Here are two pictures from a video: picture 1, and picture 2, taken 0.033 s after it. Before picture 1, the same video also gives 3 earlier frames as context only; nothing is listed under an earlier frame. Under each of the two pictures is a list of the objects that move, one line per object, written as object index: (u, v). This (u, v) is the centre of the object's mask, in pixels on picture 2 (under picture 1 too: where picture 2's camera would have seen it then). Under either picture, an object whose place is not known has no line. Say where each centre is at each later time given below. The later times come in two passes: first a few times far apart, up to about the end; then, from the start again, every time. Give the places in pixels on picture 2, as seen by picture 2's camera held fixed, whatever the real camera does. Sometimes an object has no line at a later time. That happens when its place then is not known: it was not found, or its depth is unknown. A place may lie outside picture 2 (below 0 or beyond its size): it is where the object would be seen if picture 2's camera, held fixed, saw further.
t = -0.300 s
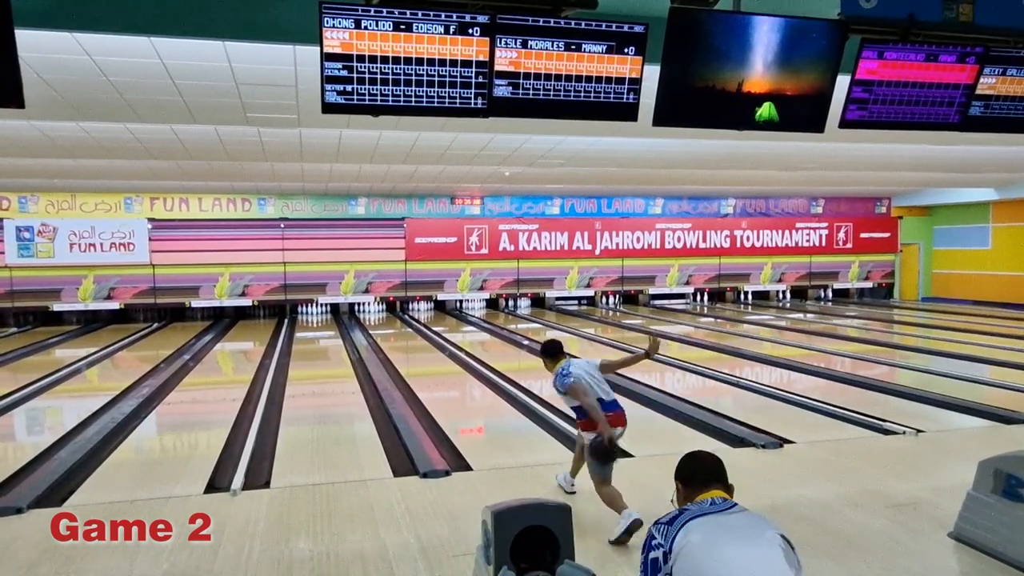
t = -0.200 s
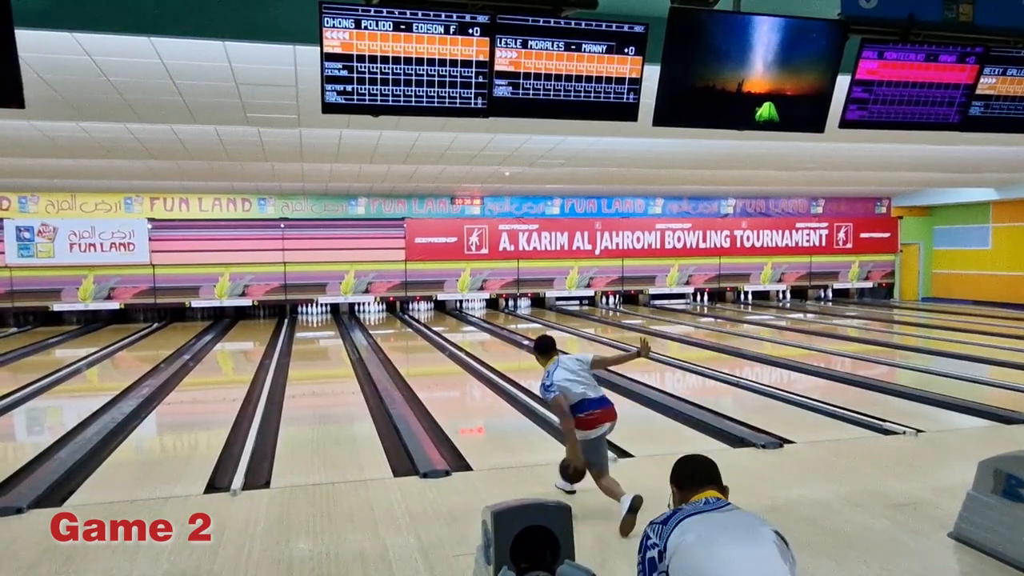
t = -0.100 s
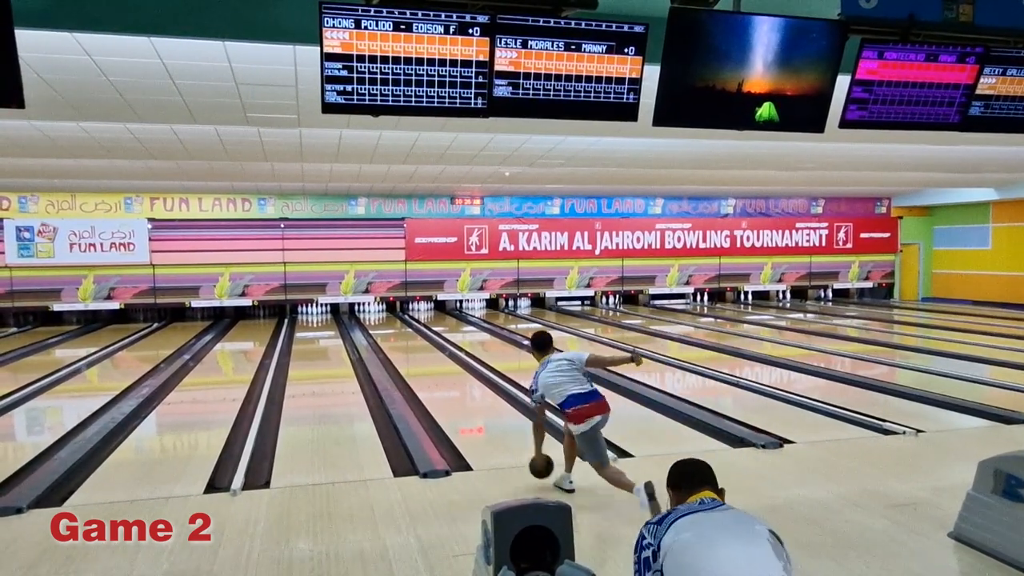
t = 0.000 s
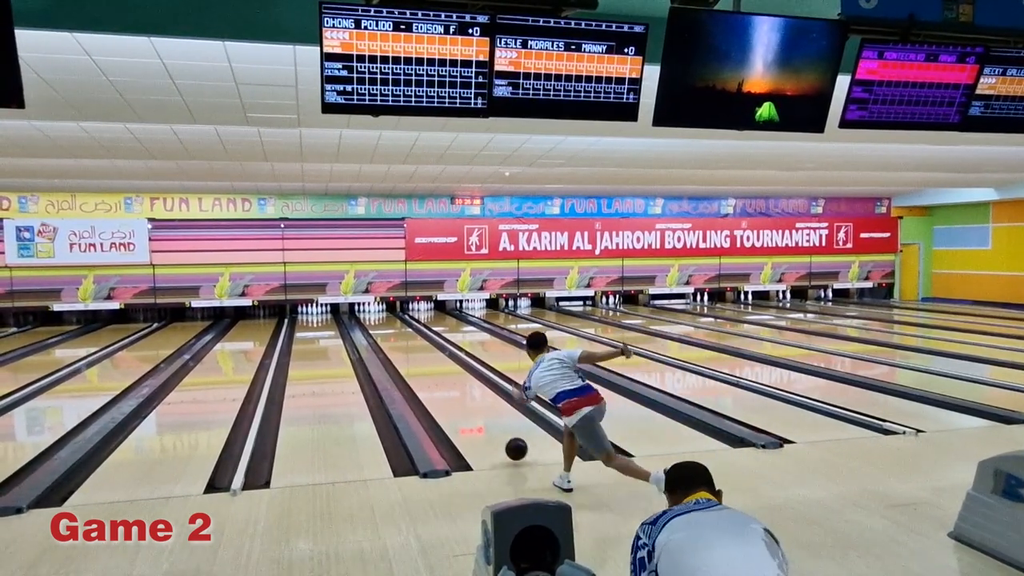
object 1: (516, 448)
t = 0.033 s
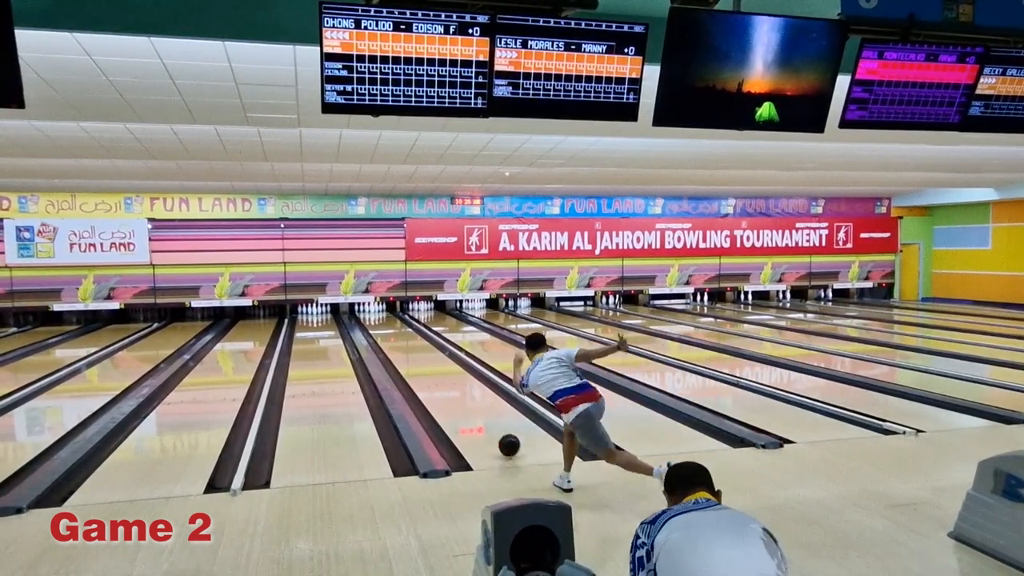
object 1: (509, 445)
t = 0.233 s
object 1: (474, 416)
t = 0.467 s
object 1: (445, 391)
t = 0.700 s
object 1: (424, 372)
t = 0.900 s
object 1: (410, 360)
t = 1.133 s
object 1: (397, 348)
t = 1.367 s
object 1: (388, 339)
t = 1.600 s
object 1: (380, 332)
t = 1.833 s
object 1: (375, 325)
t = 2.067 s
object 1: (372, 320)
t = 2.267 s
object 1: (371, 316)
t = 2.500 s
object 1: (371, 312)
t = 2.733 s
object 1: (370, 309)
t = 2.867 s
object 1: (370, 309)
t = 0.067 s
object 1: (502, 441)
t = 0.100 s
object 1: (496, 435)
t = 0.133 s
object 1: (490, 430)
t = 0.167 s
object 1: (484, 425)
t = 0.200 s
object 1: (479, 420)
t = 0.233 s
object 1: (474, 416)
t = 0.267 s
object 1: (469, 412)
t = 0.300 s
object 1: (464, 408)
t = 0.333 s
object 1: (460, 404)
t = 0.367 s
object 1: (456, 401)
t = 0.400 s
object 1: (452, 397)
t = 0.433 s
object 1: (448, 394)
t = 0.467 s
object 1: (445, 391)
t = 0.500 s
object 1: (441, 388)
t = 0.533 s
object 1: (438, 385)
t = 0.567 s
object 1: (435, 382)
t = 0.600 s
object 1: (432, 379)
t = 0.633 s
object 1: (429, 377)
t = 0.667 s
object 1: (426, 374)
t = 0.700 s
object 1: (424, 372)
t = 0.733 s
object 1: (421, 369)
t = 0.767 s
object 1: (419, 368)
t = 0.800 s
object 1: (417, 365)
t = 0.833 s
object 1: (414, 363)
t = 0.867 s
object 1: (412, 362)
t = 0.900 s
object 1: (410, 360)
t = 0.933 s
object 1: (408, 358)
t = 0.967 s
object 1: (406, 356)
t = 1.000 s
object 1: (404, 355)
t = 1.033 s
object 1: (403, 353)
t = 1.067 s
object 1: (401, 351)
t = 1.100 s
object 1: (399, 350)
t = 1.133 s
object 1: (397, 348)
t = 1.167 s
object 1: (396, 347)
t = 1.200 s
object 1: (394, 345)
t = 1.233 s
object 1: (393, 344)
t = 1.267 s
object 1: (391, 343)
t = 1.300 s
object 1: (390, 341)
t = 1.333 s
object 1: (389, 340)
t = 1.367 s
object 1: (388, 339)
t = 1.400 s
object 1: (386, 338)
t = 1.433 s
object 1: (385, 337)
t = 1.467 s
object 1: (384, 336)
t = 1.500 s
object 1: (383, 335)
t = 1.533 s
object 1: (382, 334)
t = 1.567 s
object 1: (381, 333)
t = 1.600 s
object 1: (380, 332)
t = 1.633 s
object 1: (379, 331)
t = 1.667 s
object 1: (378, 329)
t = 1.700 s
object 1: (378, 328)
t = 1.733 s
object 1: (377, 327)
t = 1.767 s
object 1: (376, 327)
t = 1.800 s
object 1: (376, 326)
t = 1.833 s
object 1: (375, 325)
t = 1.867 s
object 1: (374, 324)
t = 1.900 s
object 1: (374, 324)
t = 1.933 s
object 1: (373, 323)
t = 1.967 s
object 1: (373, 322)
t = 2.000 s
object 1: (372, 321)
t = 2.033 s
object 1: (372, 321)
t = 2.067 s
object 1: (372, 320)
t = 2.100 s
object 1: (371, 319)
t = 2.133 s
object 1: (371, 319)
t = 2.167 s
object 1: (371, 318)
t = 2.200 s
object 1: (371, 317)
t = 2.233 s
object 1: (370, 317)
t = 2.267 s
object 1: (371, 316)
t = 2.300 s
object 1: (370, 316)
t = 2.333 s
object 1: (370, 315)
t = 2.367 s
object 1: (370, 315)
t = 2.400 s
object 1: (370, 314)
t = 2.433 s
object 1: (370, 314)
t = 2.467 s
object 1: (370, 313)
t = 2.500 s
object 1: (371, 312)
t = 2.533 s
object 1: (370, 312)
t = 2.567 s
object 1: (371, 312)
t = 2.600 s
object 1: (370, 311)
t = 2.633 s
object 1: (371, 311)
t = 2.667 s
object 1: (371, 310)
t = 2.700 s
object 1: (370, 310)
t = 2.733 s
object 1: (370, 309)
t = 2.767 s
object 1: (369, 310)
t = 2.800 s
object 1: (370, 309)
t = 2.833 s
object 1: (370, 309)
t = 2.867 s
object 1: (370, 309)
